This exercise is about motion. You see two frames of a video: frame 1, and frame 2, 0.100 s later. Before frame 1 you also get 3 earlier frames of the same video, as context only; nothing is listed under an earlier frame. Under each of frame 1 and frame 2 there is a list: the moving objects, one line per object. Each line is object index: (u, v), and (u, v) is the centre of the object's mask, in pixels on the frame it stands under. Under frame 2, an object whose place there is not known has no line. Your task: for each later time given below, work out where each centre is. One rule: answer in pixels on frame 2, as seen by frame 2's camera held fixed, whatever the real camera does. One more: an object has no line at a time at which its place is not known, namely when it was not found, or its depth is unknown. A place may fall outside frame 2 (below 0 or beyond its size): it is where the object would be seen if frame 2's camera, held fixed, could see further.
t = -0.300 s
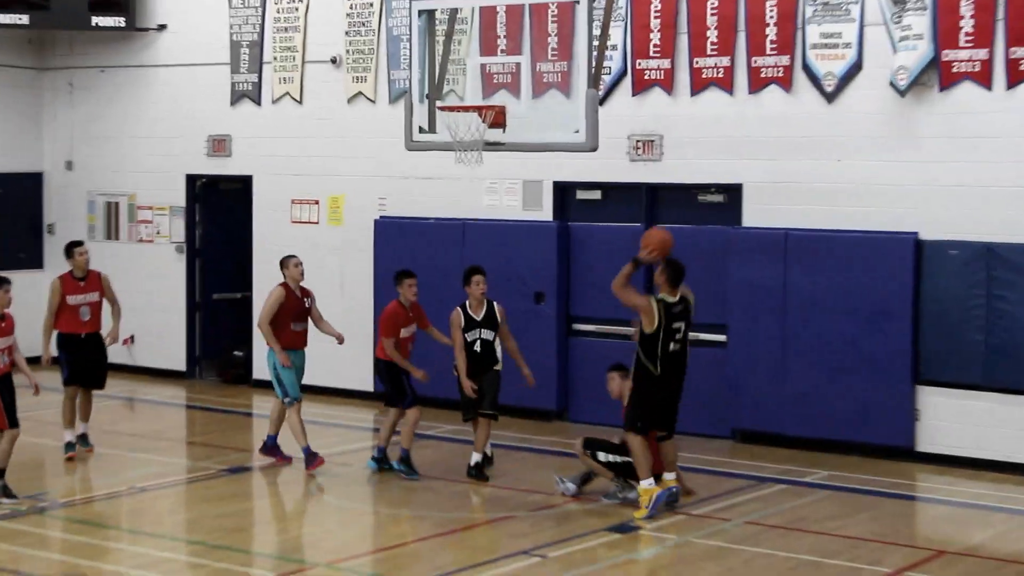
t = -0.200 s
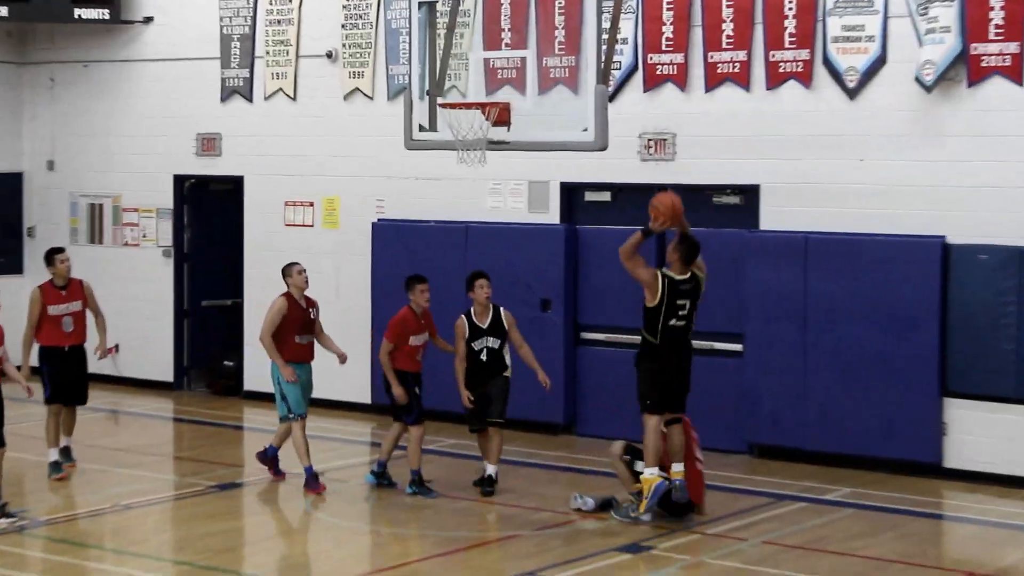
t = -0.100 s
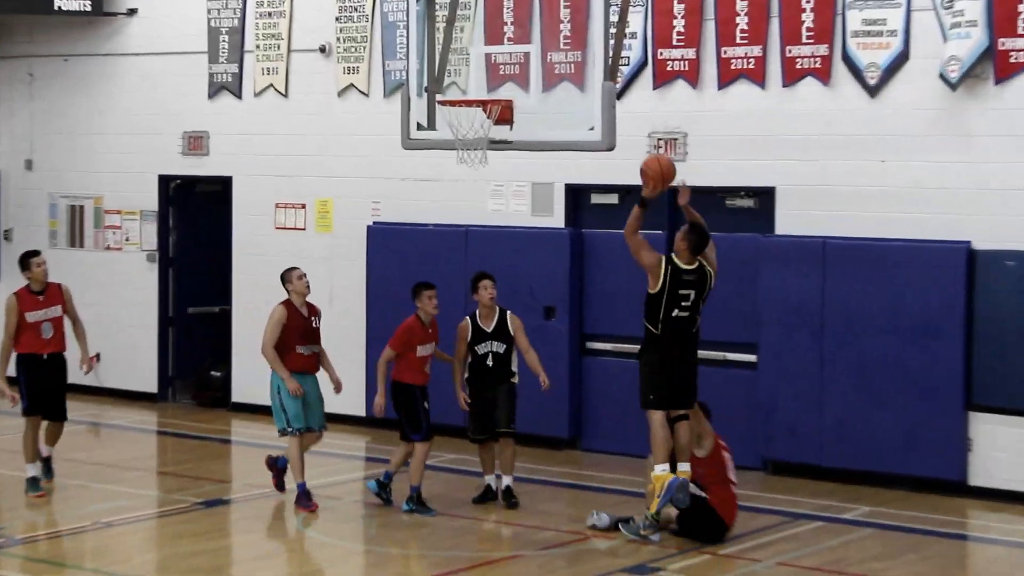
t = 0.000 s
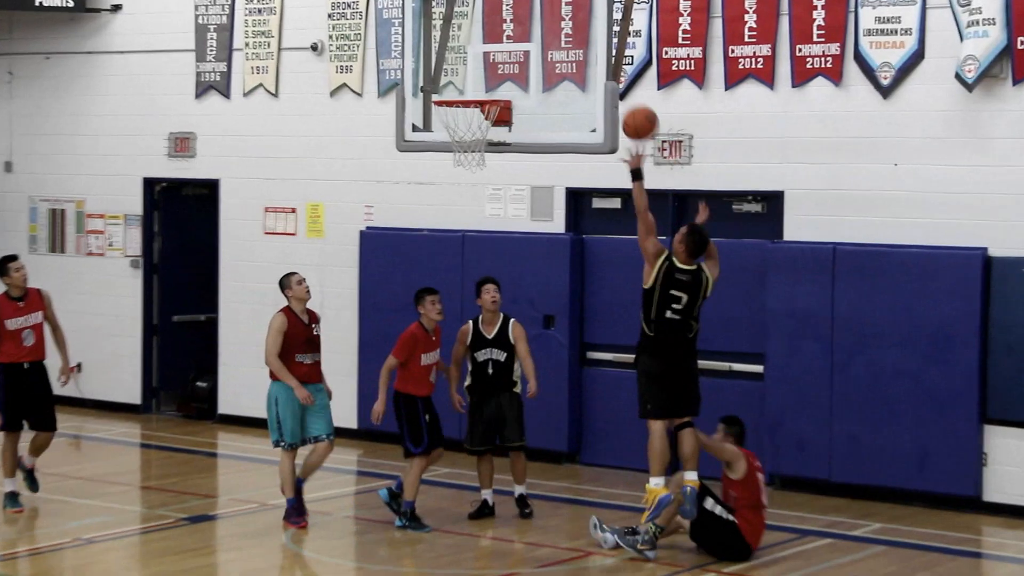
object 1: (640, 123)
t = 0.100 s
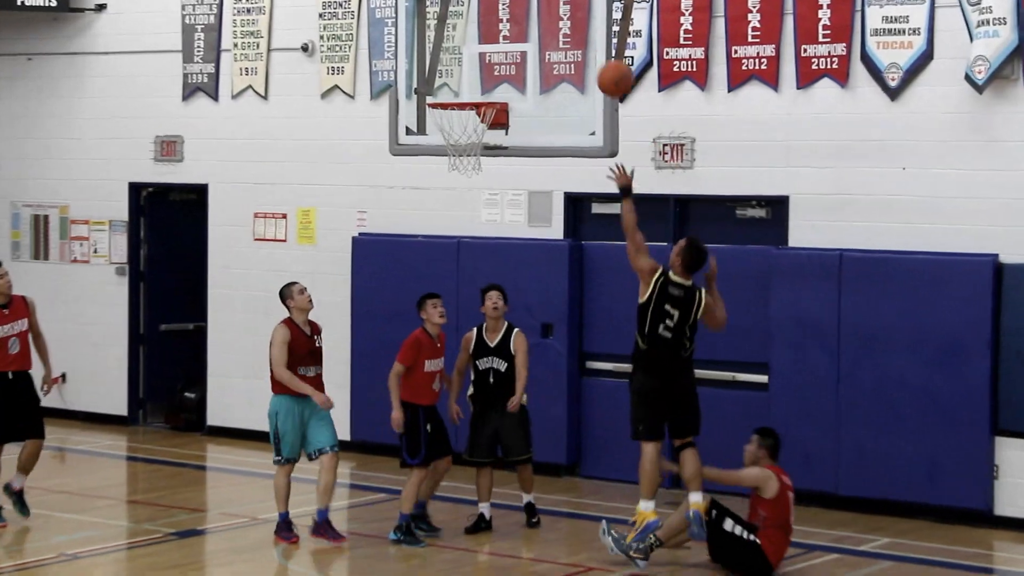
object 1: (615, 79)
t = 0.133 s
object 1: (607, 67)
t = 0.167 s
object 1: (598, 57)
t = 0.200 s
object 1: (589, 48)
